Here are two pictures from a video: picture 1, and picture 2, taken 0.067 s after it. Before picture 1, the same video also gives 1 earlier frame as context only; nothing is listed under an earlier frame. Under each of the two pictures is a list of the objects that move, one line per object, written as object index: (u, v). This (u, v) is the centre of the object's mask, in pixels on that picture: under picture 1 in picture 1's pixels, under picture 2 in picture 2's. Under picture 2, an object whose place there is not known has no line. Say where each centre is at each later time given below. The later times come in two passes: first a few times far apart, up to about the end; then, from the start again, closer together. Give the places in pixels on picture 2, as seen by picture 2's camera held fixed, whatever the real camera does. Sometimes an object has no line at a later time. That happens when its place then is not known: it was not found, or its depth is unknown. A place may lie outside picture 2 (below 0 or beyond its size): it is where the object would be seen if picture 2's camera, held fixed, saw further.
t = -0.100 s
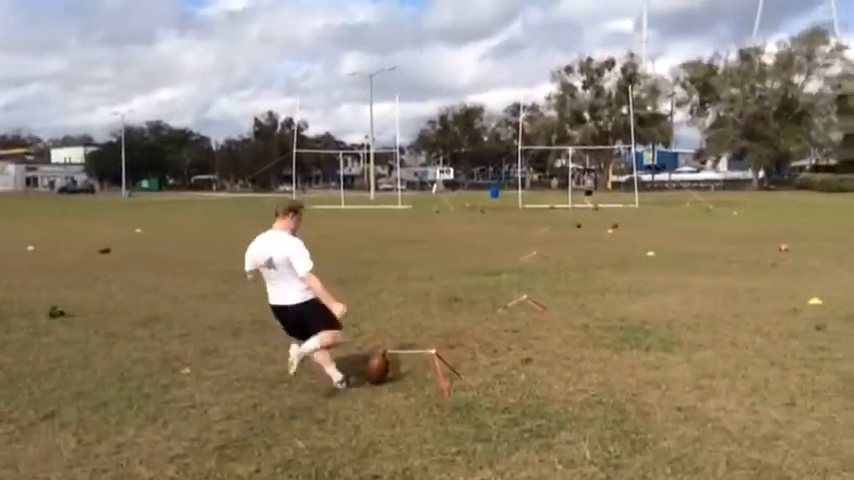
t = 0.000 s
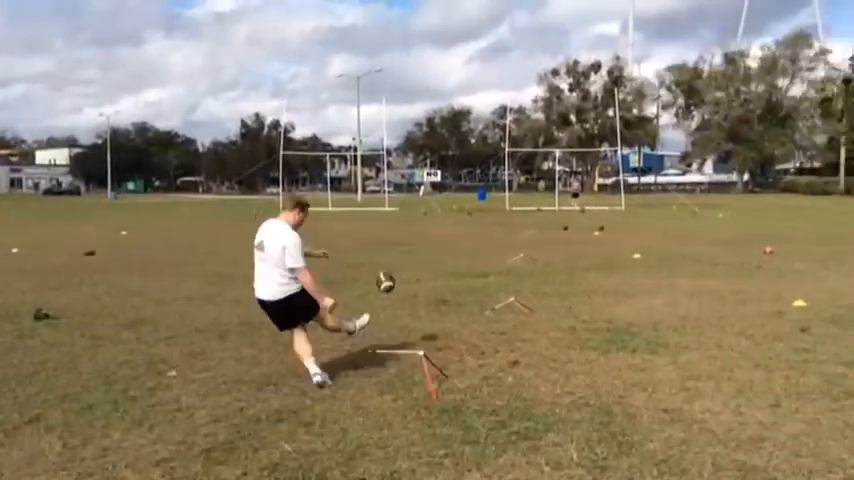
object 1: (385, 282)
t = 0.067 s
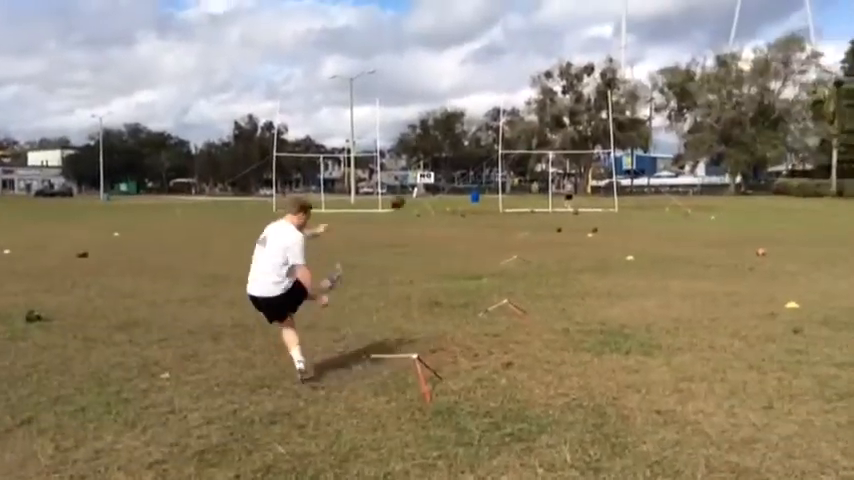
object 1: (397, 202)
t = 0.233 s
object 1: (426, 84)
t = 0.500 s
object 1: (457, 9)
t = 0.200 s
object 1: (421, 100)
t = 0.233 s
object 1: (426, 84)
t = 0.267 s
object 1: (431, 69)
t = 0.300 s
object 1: (435, 57)
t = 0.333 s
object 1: (439, 45)
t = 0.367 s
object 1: (442, 36)
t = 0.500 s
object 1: (457, 9)
